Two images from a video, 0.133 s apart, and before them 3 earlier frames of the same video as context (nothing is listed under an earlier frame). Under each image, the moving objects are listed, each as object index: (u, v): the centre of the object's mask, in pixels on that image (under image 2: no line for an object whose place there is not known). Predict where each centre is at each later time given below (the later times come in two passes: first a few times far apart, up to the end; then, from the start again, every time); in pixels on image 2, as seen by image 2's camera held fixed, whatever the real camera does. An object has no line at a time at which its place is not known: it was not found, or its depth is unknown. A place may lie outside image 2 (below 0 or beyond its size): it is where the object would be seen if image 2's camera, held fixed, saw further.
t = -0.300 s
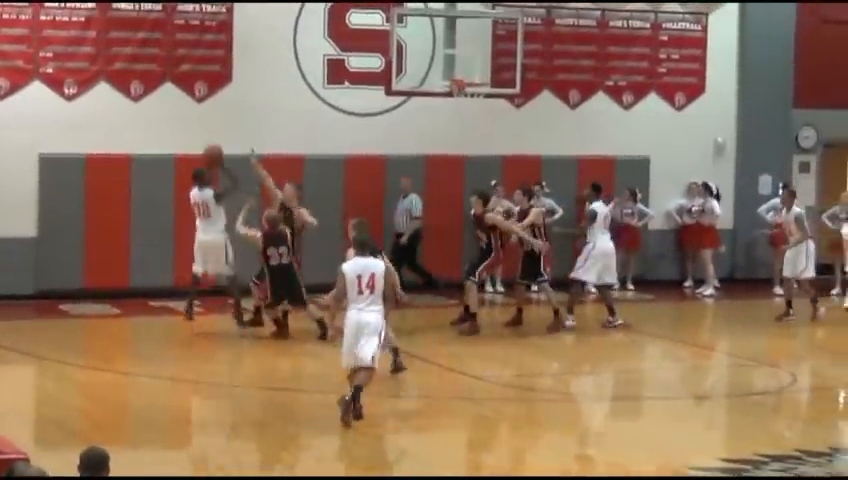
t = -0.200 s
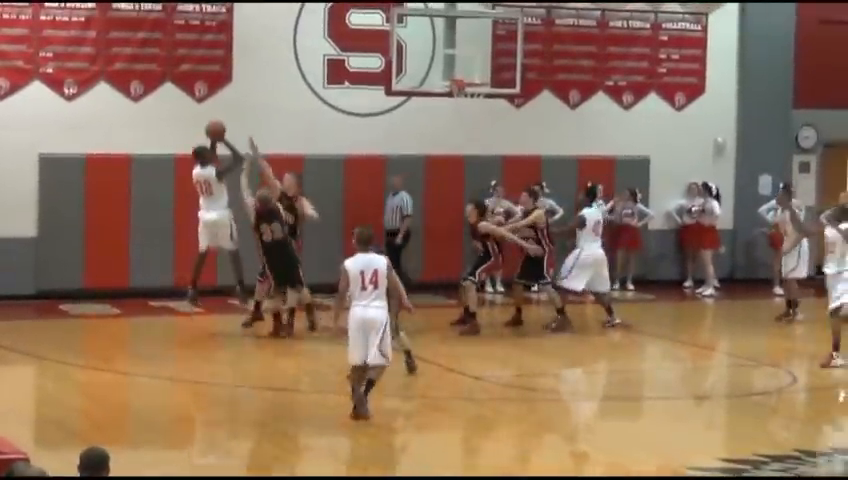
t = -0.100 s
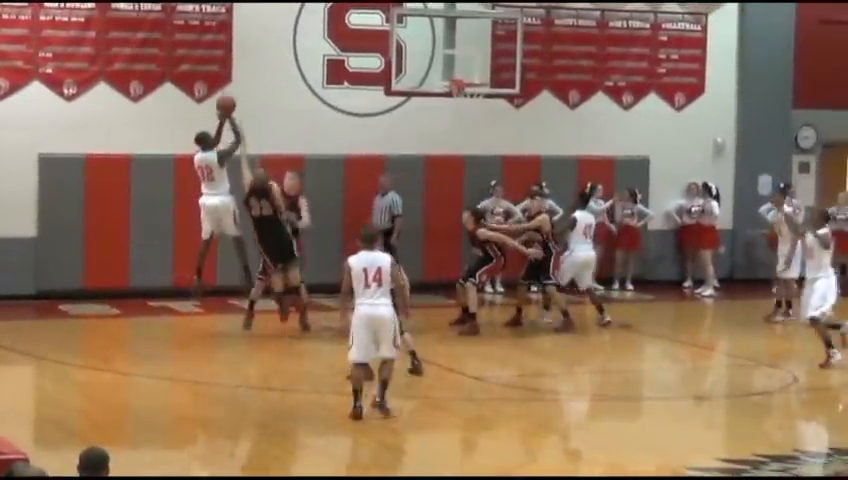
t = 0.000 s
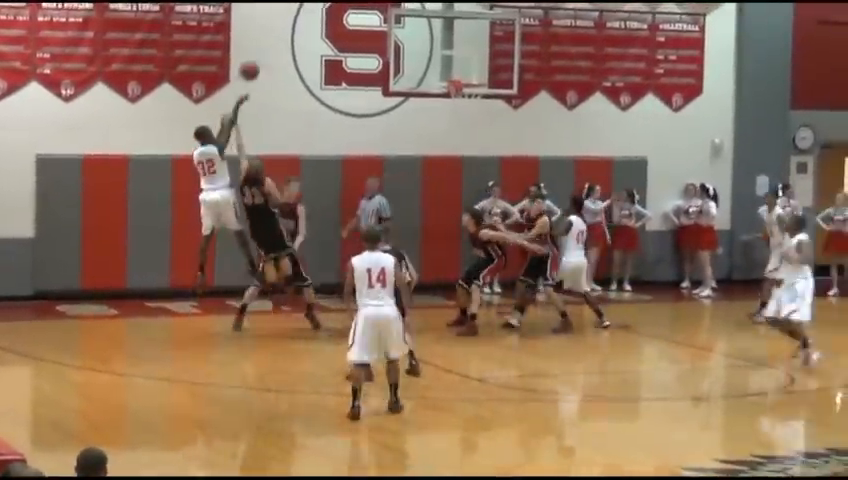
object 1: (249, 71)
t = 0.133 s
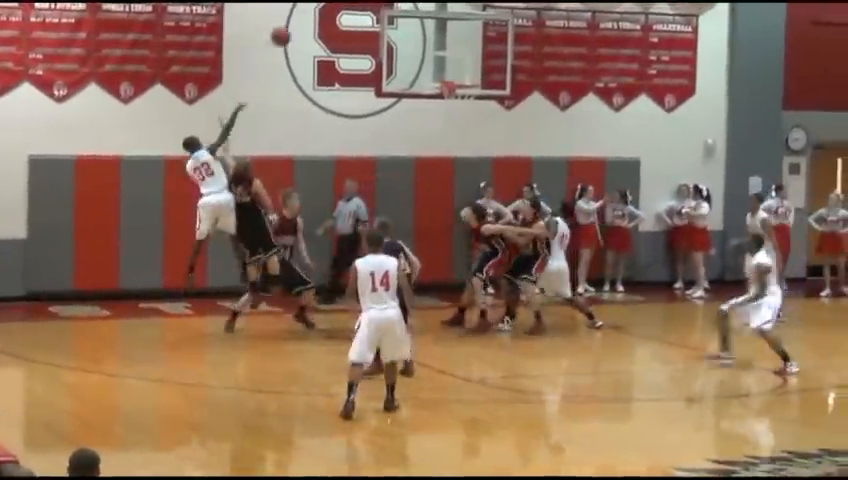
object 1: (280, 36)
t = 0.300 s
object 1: (323, 7)
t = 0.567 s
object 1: (395, 24)
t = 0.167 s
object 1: (289, 29)
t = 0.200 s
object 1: (299, 24)
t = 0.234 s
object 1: (308, 19)
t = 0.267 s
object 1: (314, 15)
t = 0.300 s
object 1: (323, 7)
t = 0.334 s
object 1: (336, 9)
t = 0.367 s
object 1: (344, 10)
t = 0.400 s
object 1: (353, 10)
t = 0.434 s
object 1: (362, 10)
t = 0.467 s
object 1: (369, 12)
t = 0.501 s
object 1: (379, 16)
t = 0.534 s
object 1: (385, 18)
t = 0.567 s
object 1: (395, 24)
